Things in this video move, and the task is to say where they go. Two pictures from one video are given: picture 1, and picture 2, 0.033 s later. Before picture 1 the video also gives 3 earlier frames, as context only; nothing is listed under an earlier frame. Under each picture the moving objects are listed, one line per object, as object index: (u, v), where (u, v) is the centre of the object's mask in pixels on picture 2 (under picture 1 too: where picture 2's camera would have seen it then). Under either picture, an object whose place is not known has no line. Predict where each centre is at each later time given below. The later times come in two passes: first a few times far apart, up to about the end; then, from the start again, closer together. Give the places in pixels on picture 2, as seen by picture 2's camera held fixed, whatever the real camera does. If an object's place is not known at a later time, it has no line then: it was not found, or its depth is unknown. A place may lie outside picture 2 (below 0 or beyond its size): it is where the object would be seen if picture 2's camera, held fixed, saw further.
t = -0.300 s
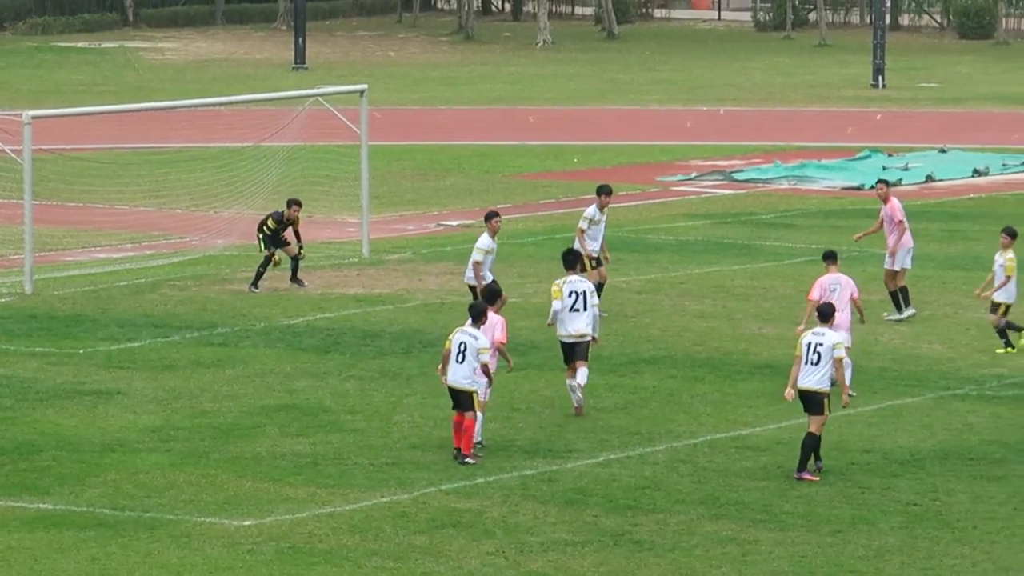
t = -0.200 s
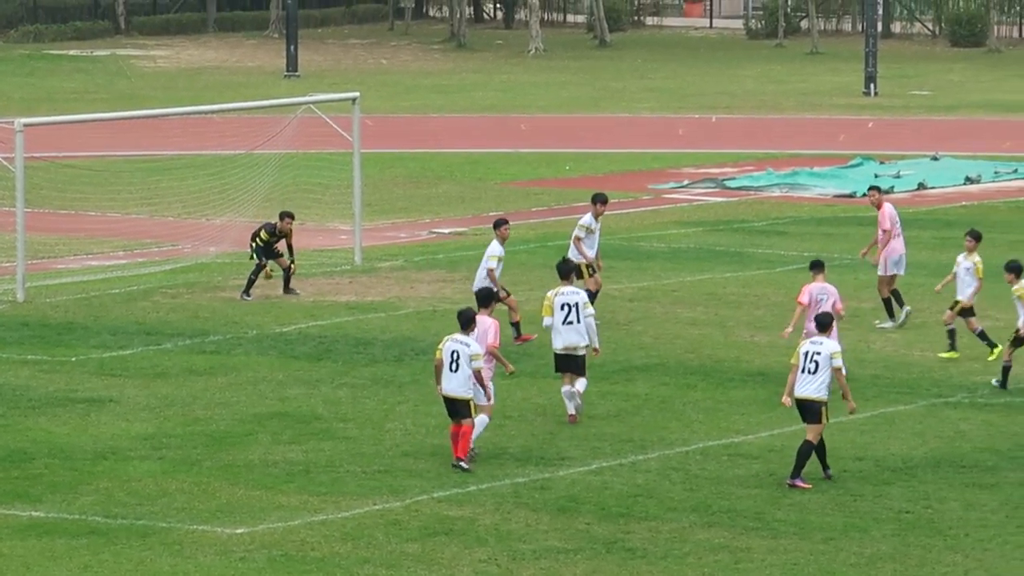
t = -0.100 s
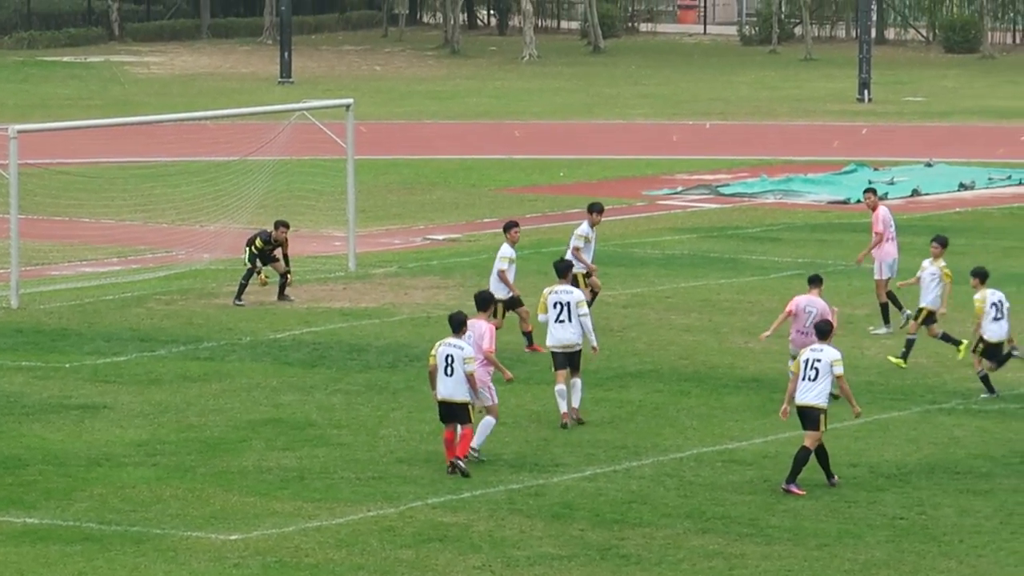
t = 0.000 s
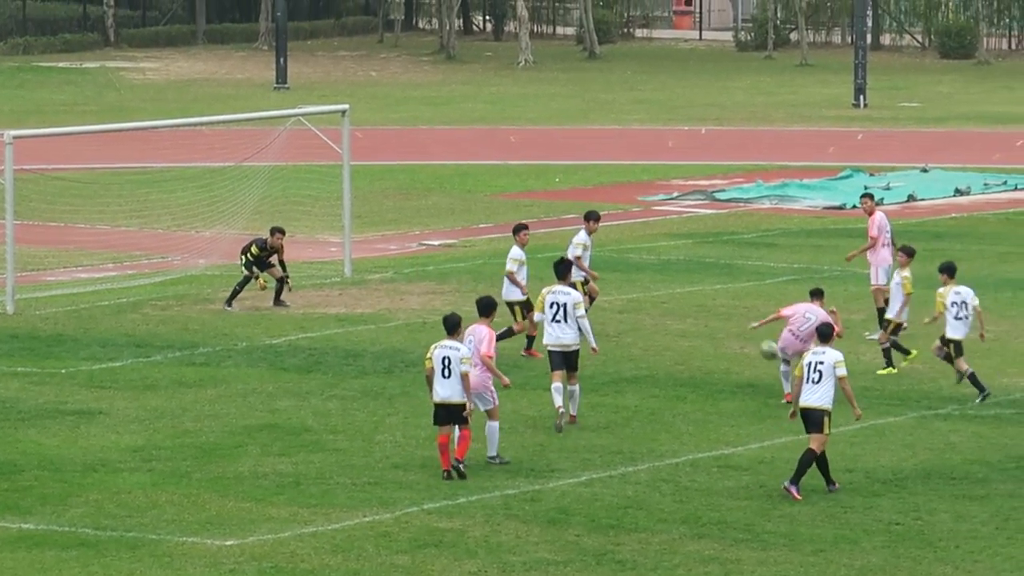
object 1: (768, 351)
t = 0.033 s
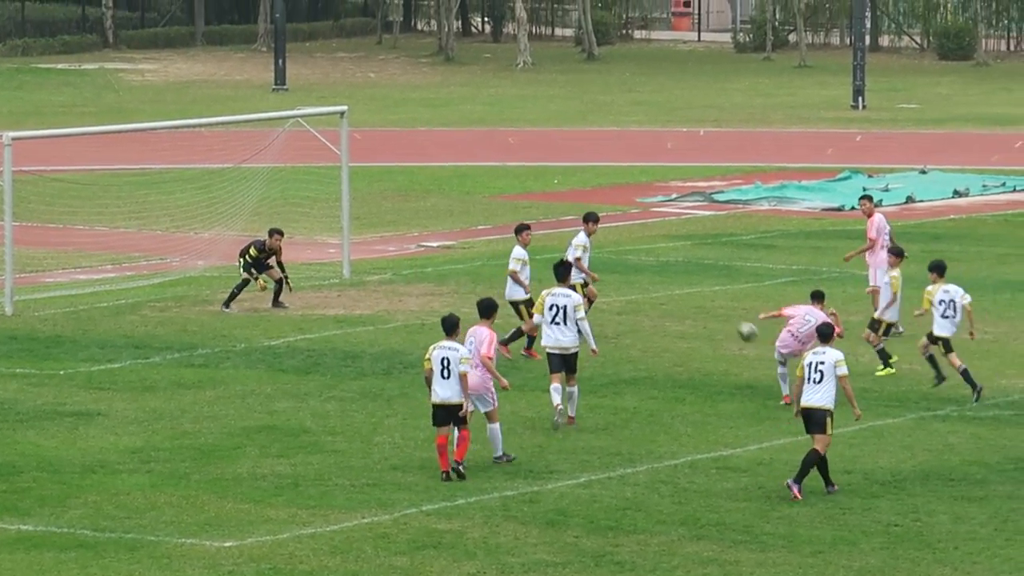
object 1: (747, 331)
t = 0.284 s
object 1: (595, 232)
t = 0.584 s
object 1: (426, 209)
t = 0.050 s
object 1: (736, 322)
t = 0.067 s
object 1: (726, 314)
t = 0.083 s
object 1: (715, 304)
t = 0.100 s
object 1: (705, 297)
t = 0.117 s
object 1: (695, 289)
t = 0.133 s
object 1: (684, 281)
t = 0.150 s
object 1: (673, 274)
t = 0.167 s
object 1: (663, 268)
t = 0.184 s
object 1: (653, 261)
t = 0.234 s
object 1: (624, 245)
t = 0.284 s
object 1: (595, 232)
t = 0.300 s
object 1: (584, 230)
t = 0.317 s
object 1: (575, 225)
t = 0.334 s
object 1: (565, 223)
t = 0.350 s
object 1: (556, 220)
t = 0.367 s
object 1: (546, 217)
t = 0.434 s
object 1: (508, 210)
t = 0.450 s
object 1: (499, 208)
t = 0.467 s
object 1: (490, 208)
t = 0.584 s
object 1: (426, 209)
